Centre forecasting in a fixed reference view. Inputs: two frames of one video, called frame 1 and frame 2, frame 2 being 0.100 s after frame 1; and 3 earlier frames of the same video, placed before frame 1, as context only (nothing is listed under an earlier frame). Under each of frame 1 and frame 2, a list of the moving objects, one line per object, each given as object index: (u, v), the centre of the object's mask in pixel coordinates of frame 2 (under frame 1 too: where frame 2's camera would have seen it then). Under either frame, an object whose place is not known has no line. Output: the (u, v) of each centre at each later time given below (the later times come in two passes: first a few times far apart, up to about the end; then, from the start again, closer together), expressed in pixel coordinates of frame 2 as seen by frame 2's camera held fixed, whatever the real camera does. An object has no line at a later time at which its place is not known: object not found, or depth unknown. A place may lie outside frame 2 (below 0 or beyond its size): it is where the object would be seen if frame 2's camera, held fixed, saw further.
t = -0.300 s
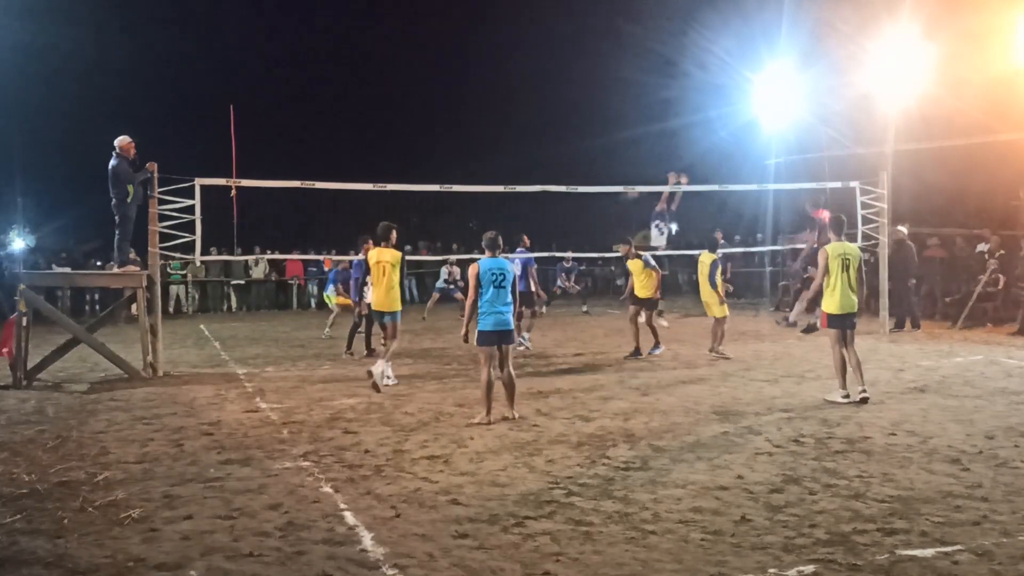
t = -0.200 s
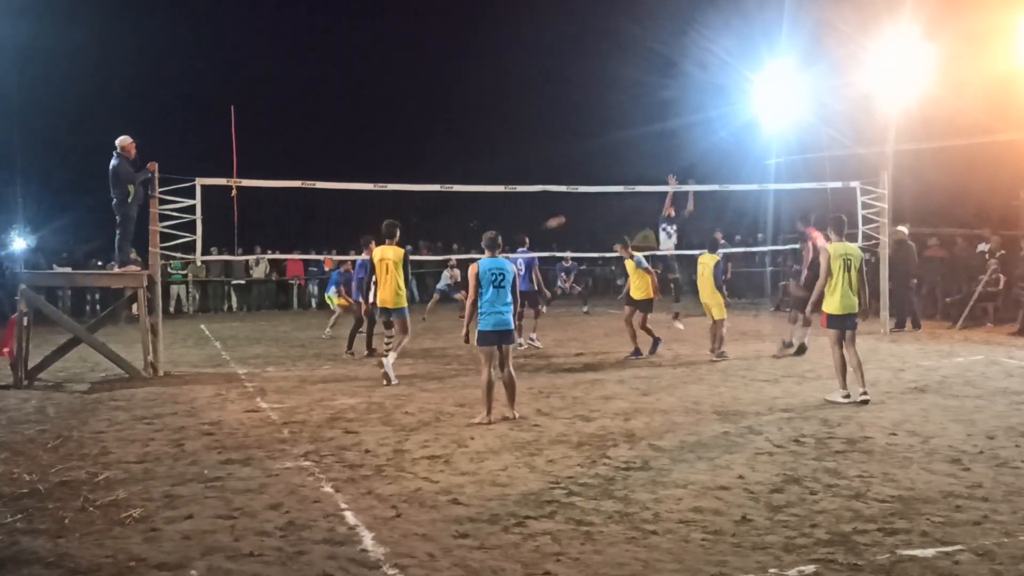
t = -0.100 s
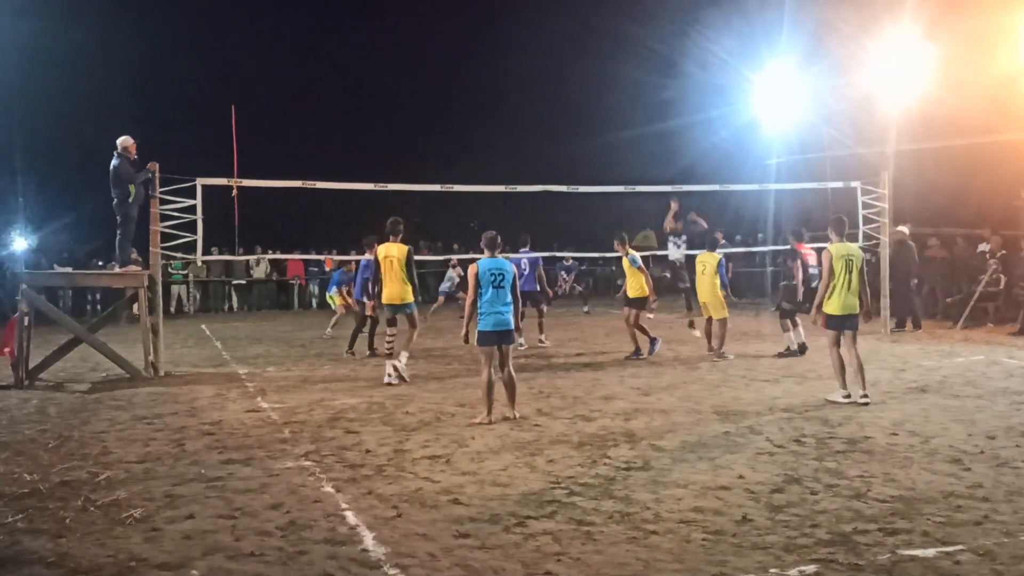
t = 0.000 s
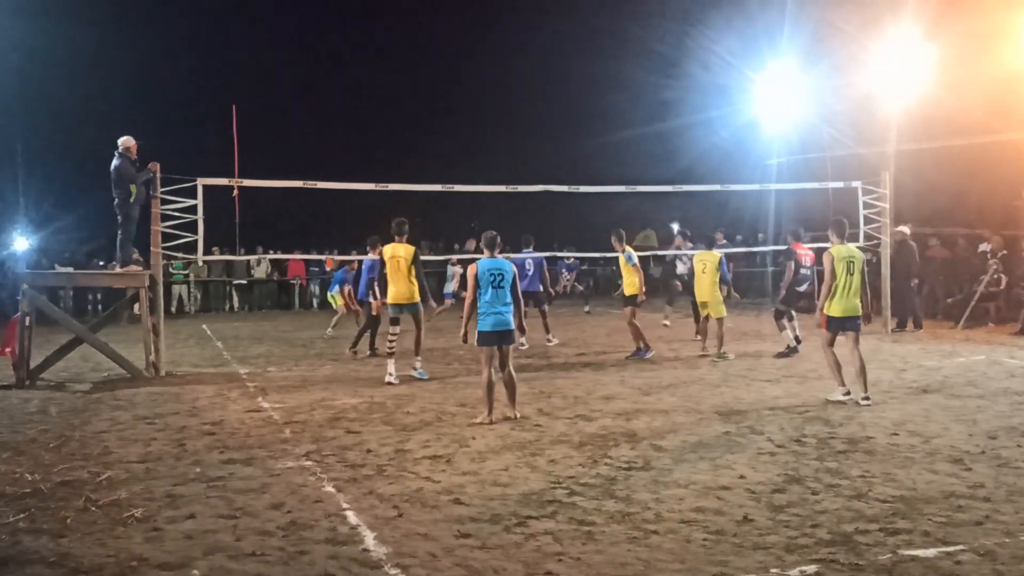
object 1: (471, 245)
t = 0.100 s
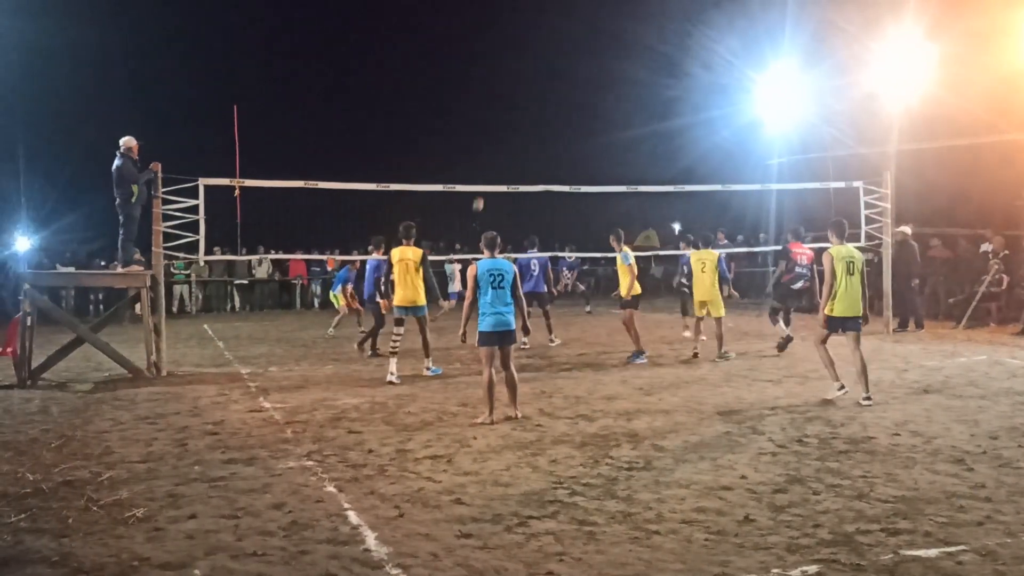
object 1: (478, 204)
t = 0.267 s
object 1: (489, 144)
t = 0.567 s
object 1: (507, 62)
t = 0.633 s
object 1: (511, 49)
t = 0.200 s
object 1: (484, 167)
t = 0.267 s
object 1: (489, 144)
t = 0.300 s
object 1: (491, 133)
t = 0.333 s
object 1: (493, 123)
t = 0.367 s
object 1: (495, 113)
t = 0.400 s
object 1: (496, 103)
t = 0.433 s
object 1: (499, 94)
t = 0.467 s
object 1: (501, 85)
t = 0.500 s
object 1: (503, 77)
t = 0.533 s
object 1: (505, 69)
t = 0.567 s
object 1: (507, 62)
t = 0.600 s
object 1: (509, 55)
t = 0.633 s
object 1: (511, 49)
